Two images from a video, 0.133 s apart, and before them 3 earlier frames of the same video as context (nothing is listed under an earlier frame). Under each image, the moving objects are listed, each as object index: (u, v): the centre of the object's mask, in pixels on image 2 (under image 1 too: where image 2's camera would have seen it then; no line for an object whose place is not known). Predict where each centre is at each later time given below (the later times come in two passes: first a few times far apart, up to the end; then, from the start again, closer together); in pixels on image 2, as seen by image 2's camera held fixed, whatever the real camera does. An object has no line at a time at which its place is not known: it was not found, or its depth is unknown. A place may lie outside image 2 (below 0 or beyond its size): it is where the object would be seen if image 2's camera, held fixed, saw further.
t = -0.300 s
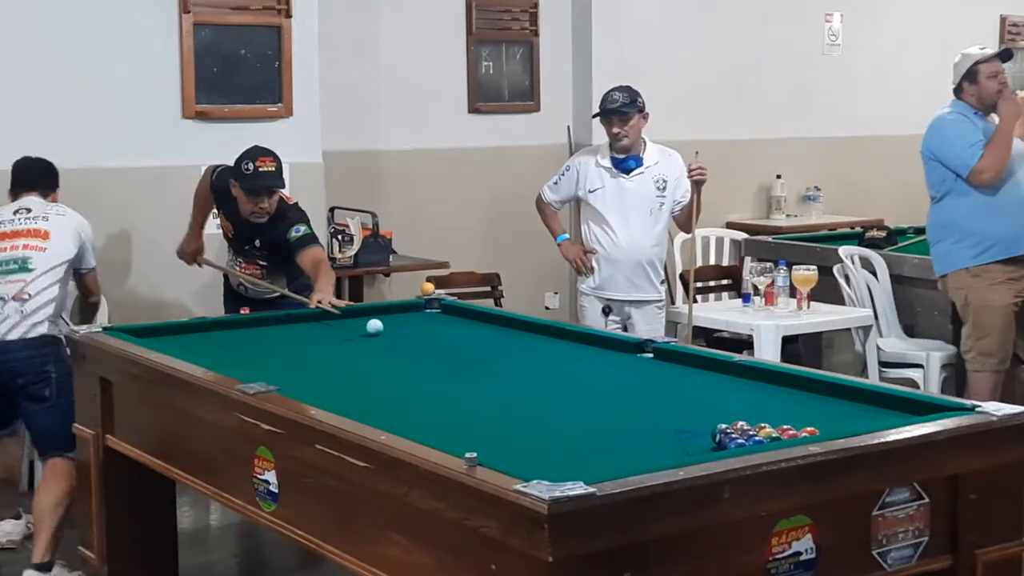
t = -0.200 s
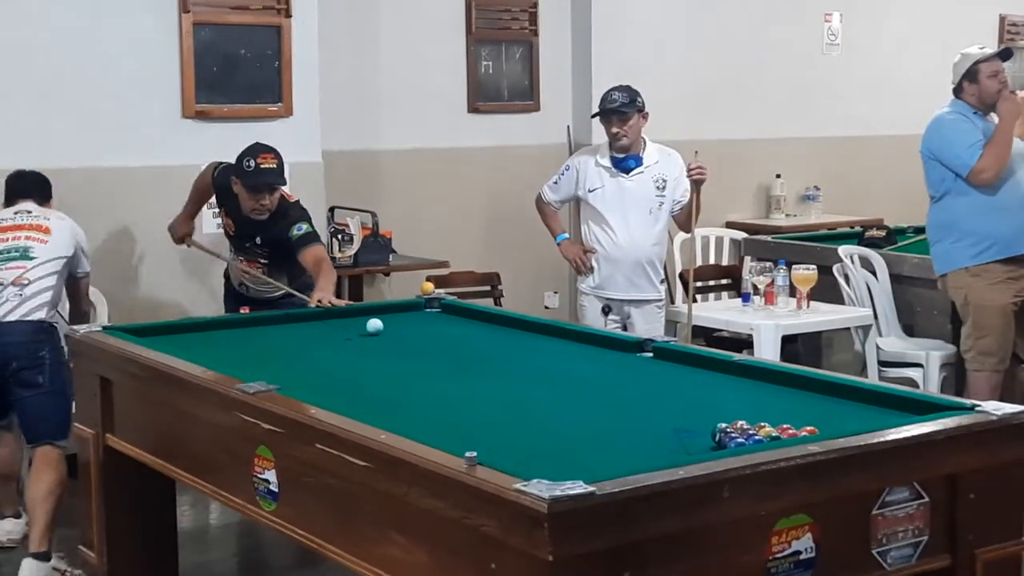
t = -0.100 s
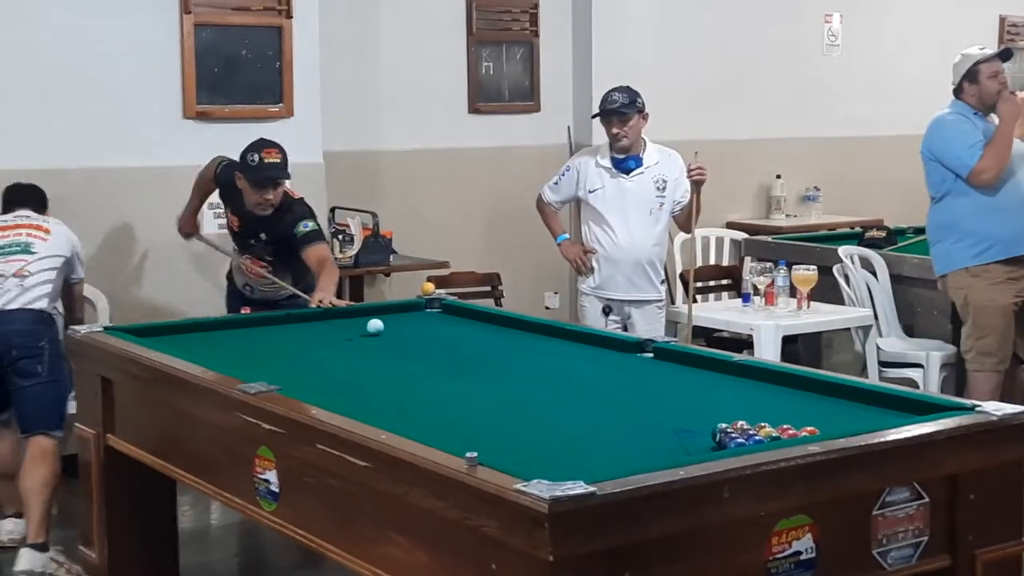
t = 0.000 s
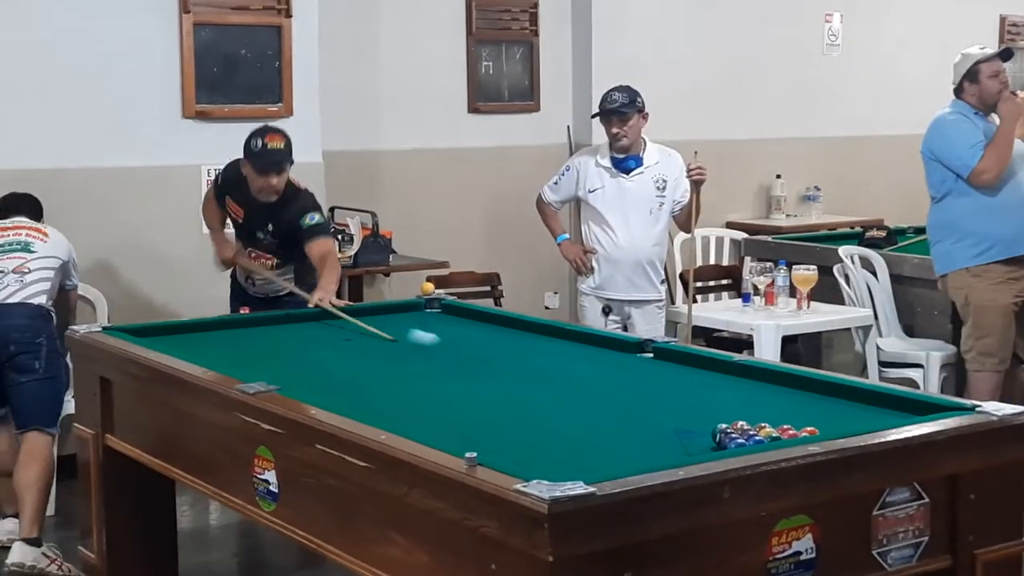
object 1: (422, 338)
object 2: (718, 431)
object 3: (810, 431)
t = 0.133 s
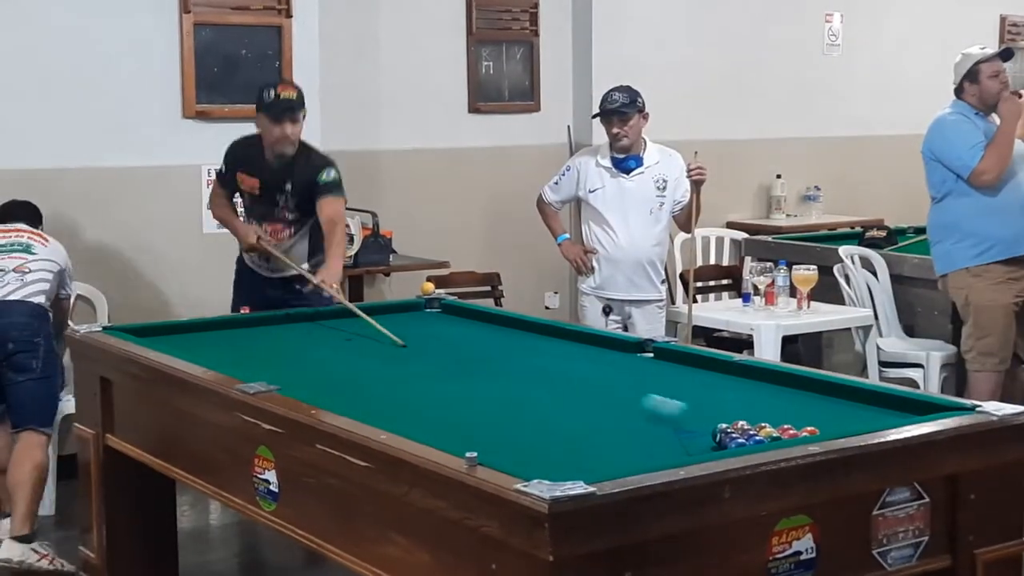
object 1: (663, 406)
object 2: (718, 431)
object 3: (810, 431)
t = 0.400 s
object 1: (721, 404)
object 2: (617, 441)
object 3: (881, 408)
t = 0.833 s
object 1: (715, 385)
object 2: (536, 450)
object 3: (727, 396)
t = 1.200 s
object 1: (690, 368)
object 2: (515, 455)
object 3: (672, 390)
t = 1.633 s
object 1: (655, 352)
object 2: (504, 456)
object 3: (620, 384)
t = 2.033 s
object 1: (605, 346)
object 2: (511, 457)
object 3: (577, 375)
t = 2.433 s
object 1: (562, 338)
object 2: (511, 456)
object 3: (549, 372)
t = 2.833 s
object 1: (527, 335)
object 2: (511, 457)
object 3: (525, 369)
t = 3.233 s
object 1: (500, 332)
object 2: (511, 457)
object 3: (508, 365)
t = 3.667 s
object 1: (478, 328)
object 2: (511, 457)
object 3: (495, 362)
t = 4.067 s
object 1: (463, 326)
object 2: (511, 457)
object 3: (491, 360)
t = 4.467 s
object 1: (453, 324)
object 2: (512, 457)
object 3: (488, 359)
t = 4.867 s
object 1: (447, 322)
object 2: (511, 457)
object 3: (488, 359)
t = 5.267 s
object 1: (446, 322)
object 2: (511, 457)
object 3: (488, 360)
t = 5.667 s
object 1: (446, 322)
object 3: (488, 359)
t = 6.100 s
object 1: (446, 322)
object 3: (489, 359)
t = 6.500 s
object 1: (446, 322)
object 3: (489, 359)
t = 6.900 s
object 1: (446, 322)
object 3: (488, 359)
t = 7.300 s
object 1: (446, 322)
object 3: (488, 359)
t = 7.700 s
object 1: (446, 322)
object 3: (488, 360)
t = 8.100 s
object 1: (446, 322)
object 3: (488, 360)
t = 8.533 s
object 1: (446, 322)
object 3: (488, 360)
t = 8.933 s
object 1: (446, 320)
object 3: (487, 359)
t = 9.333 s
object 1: (446, 323)
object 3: (488, 360)
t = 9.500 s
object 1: (446, 322)
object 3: (488, 360)
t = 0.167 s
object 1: (726, 420)
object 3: (817, 430)
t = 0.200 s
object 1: (724, 415)
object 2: (708, 432)
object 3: (841, 424)
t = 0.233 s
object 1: (723, 413)
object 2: (691, 436)
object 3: (865, 419)
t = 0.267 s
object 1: (720, 413)
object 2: (676, 439)
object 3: (888, 415)
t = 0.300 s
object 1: (719, 410)
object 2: (659, 439)
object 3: (908, 410)
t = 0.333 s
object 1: (720, 407)
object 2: (645, 440)
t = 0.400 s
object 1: (721, 404)
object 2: (617, 441)
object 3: (881, 408)
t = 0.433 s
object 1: (721, 403)
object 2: (603, 441)
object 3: (856, 410)
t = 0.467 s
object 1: (721, 403)
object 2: (589, 442)
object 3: (834, 411)
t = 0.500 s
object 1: (722, 401)
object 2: (574, 443)
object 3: (818, 409)
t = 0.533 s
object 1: (722, 400)
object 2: (560, 444)
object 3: (806, 407)
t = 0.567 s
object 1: (723, 398)
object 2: (548, 444)
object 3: (796, 406)
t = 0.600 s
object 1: (724, 397)
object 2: (548, 445)
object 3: (785, 404)
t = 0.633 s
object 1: (725, 396)
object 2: (549, 445)
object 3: (777, 400)
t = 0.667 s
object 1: (726, 396)
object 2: (547, 446)
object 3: (761, 396)
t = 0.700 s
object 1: (727, 394)
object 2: (545, 447)
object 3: (750, 398)
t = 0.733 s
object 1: (725, 392)
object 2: (542, 448)
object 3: (741, 398)
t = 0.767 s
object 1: (721, 390)
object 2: (540, 449)
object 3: (737, 397)
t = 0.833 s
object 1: (715, 385)
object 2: (536, 450)
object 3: (727, 396)
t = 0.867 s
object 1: (712, 383)
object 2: (534, 450)
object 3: (722, 395)
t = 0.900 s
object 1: (710, 381)
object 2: (532, 451)
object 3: (717, 393)
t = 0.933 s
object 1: (708, 379)
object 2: (528, 450)
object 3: (713, 392)
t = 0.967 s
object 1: (706, 377)
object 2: (526, 449)
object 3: (706, 389)
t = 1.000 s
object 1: (704, 376)
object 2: (525, 450)
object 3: (701, 388)
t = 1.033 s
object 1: (702, 375)
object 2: (524, 450)
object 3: (694, 389)
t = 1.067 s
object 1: (698, 373)
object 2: (521, 450)
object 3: (689, 390)
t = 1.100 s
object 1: (695, 371)
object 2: (518, 451)
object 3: (684, 391)
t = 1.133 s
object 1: (694, 369)
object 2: (516, 453)
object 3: (680, 391)
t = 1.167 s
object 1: (693, 369)
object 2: (515, 454)
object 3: (677, 391)
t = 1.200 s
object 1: (690, 368)
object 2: (515, 455)
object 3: (672, 390)
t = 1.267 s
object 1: (685, 365)
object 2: (513, 456)
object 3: (663, 389)
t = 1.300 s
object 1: (683, 364)
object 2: (511, 456)
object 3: (658, 389)
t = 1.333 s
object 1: (681, 362)
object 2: (509, 456)
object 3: (654, 388)
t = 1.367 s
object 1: (679, 361)
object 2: (508, 456)
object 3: (650, 388)
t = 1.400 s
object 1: (677, 360)
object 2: (507, 456)
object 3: (646, 388)
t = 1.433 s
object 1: (675, 358)
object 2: (506, 456)
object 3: (642, 387)
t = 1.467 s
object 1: (673, 357)
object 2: (504, 456)
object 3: (638, 387)
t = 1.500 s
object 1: (671, 356)
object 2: (503, 456)
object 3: (634, 386)
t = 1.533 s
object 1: (669, 354)
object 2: (502, 456)
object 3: (630, 385)
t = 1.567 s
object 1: (665, 354)
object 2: (501, 455)
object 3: (626, 385)
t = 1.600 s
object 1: (660, 353)
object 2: (502, 456)
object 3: (623, 384)
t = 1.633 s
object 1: (655, 352)
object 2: (504, 456)
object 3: (620, 384)
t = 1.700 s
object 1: (646, 351)
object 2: (506, 456)
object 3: (613, 382)
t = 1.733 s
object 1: (642, 351)
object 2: (507, 456)
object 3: (611, 381)
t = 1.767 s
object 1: (638, 350)
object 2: (508, 456)
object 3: (607, 380)
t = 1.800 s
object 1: (633, 350)
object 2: (508, 456)
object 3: (604, 377)
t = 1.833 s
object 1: (629, 349)
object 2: (509, 456)
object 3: (600, 377)
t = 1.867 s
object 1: (625, 349)
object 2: (509, 457)
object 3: (595, 375)
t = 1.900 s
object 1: (621, 348)
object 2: (510, 457)
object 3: (592, 375)
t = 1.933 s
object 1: (616, 348)
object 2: (510, 457)
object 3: (587, 375)
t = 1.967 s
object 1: (613, 347)
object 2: (510, 457)
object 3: (583, 375)
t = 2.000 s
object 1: (609, 346)
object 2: (511, 457)
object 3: (580, 375)
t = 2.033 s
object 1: (605, 346)
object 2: (511, 457)
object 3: (577, 375)
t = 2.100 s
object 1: (597, 345)
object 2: (511, 457)
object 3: (571, 374)
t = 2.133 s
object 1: (593, 344)
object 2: (511, 457)
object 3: (569, 374)
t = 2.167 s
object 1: (589, 344)
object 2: (511, 457)
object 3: (567, 374)
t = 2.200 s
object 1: (586, 344)
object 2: (512, 457)
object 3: (565, 375)
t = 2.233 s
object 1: (582, 343)
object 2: (513, 457)
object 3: (562, 375)
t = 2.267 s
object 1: (579, 343)
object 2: (513, 457)
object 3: (560, 374)
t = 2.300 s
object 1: (575, 343)
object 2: (512, 457)
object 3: (557, 374)
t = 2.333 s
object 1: (572, 342)
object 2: (511, 456)
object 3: (555, 374)
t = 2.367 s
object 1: (569, 341)
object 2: (511, 457)
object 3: (553, 373)
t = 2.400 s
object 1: (565, 339)
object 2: (510, 456)
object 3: (551, 372)
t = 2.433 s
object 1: (562, 338)
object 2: (511, 456)
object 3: (549, 372)
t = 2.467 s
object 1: (559, 338)
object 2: (511, 456)
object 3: (547, 372)
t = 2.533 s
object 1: (552, 338)
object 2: (511, 457)
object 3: (542, 371)
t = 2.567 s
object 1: (549, 338)
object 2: (511, 457)
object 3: (541, 371)
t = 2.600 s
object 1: (546, 338)
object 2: (511, 457)
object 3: (539, 371)
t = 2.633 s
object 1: (543, 338)
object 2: (511, 457)
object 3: (536, 371)
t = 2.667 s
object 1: (541, 338)
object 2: (511, 457)
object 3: (534, 370)
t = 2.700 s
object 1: (538, 337)
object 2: (511, 457)
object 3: (532, 370)
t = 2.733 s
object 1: (535, 337)
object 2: (511, 457)
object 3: (531, 370)
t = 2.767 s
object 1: (533, 336)
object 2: (511, 457)
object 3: (529, 369)
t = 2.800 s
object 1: (530, 336)
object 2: (511, 457)
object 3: (527, 369)
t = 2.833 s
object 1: (527, 335)
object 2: (511, 457)
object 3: (525, 369)
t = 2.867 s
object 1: (525, 335)
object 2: (511, 457)
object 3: (524, 368)
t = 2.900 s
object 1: (522, 335)
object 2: (511, 457)
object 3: (522, 368)
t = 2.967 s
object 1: (518, 334)
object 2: (511, 457)
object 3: (519, 367)
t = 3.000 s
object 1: (515, 334)
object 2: (511, 457)
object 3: (517, 367)
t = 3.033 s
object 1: (513, 334)
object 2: (511, 457)
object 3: (516, 367)
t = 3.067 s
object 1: (511, 333)
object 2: (511, 457)
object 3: (514, 367)
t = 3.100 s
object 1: (509, 333)
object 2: (511, 457)
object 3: (513, 366)
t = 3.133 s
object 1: (506, 333)
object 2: (511, 457)
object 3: (512, 366)
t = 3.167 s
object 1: (504, 332)
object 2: (511, 457)
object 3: (511, 366)
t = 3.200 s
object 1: (502, 332)
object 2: (511, 457)
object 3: (509, 365)
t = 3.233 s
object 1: (500, 332)
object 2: (511, 457)
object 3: (508, 365)
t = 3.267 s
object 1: (498, 331)
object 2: (511, 457)
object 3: (507, 365)
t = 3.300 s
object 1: (496, 331)
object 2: (511, 457)
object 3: (505, 364)
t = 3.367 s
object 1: (493, 331)
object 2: (511, 457)
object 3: (504, 364)
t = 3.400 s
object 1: (491, 330)
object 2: (511, 457)
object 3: (502, 363)
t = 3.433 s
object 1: (489, 330)
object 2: (511, 457)
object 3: (502, 363)
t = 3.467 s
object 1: (487, 330)
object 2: (511, 457)
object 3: (501, 363)
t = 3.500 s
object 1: (485, 329)
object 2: (511, 457)
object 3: (500, 363)
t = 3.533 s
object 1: (484, 329)
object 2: (511, 457)
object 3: (499, 363)
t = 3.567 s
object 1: (482, 329)
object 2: (511, 457)
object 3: (498, 363)
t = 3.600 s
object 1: (481, 329)
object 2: (511, 457)
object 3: (497, 362)
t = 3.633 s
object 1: (479, 328)
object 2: (511, 457)
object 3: (496, 362)
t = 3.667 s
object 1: (478, 328)
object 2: (511, 457)
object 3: (495, 362)
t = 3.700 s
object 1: (477, 325)
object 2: (511, 457)
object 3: (495, 362)
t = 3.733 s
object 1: (474, 325)
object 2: (511, 457)
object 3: (494, 362)
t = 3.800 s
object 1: (472, 327)
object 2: (511, 457)
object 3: (493, 361)
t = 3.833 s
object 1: (471, 327)
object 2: (511, 457)
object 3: (493, 361)
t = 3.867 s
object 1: (469, 327)
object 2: (511, 457)
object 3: (492, 361)
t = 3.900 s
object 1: (468, 327)
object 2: (511, 457)
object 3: (492, 361)
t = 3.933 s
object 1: (467, 326)
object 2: (511, 457)
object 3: (492, 361)
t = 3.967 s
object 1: (466, 326)
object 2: (511, 457)
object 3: (491, 361)
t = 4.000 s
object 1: (465, 326)
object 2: (511, 457)
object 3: (491, 360)
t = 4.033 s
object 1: (464, 326)
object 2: (511, 457)
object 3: (491, 360)
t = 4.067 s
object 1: (463, 326)
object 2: (511, 457)
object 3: (491, 360)
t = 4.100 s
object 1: (461, 325)
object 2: (511, 457)
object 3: (490, 360)
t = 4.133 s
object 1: (461, 326)
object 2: (511, 457)
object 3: (490, 360)
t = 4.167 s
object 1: (460, 325)
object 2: (511, 457)
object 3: (490, 360)
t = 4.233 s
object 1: (458, 325)
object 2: (511, 457)
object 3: (489, 360)
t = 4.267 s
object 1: (457, 325)
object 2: (511, 457)
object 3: (489, 360)
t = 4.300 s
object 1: (457, 324)
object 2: (511, 457)
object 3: (489, 359)
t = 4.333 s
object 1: (456, 324)
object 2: (511, 457)
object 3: (489, 359)
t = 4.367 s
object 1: (455, 324)
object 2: (511, 457)
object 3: (489, 360)
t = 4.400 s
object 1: (454, 324)
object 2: (511, 457)
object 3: (488, 359)
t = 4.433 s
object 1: (453, 324)
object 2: (511, 457)
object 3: (488, 359)
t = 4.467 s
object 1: (453, 324)
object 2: (512, 457)
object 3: (488, 359)
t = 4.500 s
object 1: (452, 323)
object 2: (511, 457)
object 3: (488, 359)
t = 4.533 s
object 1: (452, 323)
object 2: (511, 457)
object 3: (488, 359)
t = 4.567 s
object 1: (451, 323)
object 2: (510, 457)
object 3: (488, 359)
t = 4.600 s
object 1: (450, 323)
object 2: (511, 457)
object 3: (488, 359)
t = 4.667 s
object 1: (449, 323)
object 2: (511, 457)
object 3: (488, 359)
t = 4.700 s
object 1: (449, 323)
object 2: (511, 457)
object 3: (488, 359)
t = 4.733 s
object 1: (449, 322)
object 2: (511, 457)
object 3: (489, 359)
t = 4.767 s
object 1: (448, 322)
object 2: (511, 457)
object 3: (489, 359)
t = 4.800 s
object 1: (448, 322)
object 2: (511, 457)
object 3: (488, 359)
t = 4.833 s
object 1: (447, 322)
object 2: (511, 457)
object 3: (488, 359)
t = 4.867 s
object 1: (447, 322)
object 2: (511, 457)
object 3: (488, 359)
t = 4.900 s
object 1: (447, 322)
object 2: (511, 457)
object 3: (488, 359)
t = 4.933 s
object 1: (447, 322)
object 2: (511, 457)
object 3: (489, 359)
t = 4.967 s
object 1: (446, 322)
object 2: (511, 457)
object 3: (488, 360)
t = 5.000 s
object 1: (447, 322)
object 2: (511, 457)
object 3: (488, 360)
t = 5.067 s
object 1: (446, 322)
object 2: (511, 457)
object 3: (488, 360)
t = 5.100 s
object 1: (446, 322)
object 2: (511, 457)
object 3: (488, 360)
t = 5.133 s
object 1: (446, 322)
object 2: (511, 457)
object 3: (488, 359)
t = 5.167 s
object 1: (446, 322)
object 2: (511, 457)
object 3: (488, 359)
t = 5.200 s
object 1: (446, 322)
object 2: (511, 457)
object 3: (488, 360)
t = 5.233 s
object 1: (446, 322)
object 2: (511, 457)
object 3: (488, 360)
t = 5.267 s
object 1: (446, 322)
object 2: (511, 457)
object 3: (488, 360)
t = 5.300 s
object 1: (446, 322)
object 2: (511, 457)
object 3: (488, 360)
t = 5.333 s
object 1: (446, 322)
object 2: (511, 457)
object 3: (488, 360)
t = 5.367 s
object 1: (446, 322)
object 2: (511, 457)
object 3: (488, 360)
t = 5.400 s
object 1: (446, 322)
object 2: (511, 457)
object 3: (488, 360)
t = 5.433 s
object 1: (446, 322)
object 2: (511, 457)
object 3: (488, 360)
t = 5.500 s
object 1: (446, 322)
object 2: (511, 457)
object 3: (488, 360)
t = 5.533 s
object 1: (446, 322)
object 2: (511, 457)
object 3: (488, 359)
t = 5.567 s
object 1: (446, 322)
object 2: (511, 457)
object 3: (488, 359)
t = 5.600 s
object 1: (446, 322)
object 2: (511, 457)
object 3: (488, 359)
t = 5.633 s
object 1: (446, 322)
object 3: (489, 359)
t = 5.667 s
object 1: (446, 322)
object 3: (488, 359)
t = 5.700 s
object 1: (446, 322)
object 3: (488, 359)
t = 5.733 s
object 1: (446, 322)
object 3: (488, 359)
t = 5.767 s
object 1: (446, 322)
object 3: (489, 359)
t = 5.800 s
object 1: (446, 322)
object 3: (488, 359)
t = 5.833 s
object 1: (446, 322)
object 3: (488, 359)
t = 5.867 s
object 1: (446, 322)
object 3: (489, 359)
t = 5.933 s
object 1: (446, 322)
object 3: (488, 359)
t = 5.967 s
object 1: (446, 322)
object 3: (489, 359)
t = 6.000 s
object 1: (446, 322)
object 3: (489, 359)
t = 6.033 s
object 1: (446, 322)
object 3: (488, 359)
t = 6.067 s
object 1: (446, 322)
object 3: (489, 359)
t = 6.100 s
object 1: (446, 322)
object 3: (489, 359)
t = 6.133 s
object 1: (446, 322)
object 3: (488, 359)
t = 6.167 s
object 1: (446, 322)
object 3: (488, 359)
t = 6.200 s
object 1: (446, 322)
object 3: (488, 360)
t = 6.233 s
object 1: (447, 322)
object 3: (488, 359)
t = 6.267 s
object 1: (446, 322)
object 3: (488, 359)
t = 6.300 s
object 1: (447, 322)
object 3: (488, 359)
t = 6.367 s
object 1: (446, 322)
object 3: (488, 359)
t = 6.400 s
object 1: (446, 322)
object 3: (488, 359)
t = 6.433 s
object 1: (447, 322)
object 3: (488, 359)
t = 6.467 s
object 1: (447, 322)
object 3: (488, 359)
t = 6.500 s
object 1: (446, 322)
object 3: (489, 359)
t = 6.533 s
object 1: (446, 322)
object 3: (489, 359)
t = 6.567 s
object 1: (446, 322)
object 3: (489, 359)
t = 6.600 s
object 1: (446, 322)
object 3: (489, 360)
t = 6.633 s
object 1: (446, 322)
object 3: (489, 359)
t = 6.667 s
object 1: (446, 322)
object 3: (488, 359)
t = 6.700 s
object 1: (446, 322)
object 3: (488, 359)
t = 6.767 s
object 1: (446, 322)
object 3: (488, 359)
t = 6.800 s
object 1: (446, 322)
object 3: (488, 359)
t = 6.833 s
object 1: (447, 322)
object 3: (488, 359)
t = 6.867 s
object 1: (446, 322)
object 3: (488, 359)
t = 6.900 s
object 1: (446, 322)
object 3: (488, 359)
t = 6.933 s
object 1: (446, 322)
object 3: (488, 359)
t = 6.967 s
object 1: (446, 322)
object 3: (488, 359)
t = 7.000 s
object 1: (446, 322)
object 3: (488, 359)
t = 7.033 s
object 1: (446, 322)
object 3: (488, 359)
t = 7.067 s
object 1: (446, 322)
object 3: (488, 359)
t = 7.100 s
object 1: (446, 322)
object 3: (488, 359)
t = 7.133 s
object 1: (446, 322)
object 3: (488, 359)
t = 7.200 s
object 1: (446, 322)
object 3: (488, 359)
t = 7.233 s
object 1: (446, 322)
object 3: (488, 359)
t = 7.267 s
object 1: (446, 322)
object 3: (488, 359)
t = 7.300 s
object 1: (446, 322)
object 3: (488, 359)
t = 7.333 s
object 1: (446, 322)
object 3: (488, 359)
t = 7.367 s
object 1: (446, 322)
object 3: (488, 359)
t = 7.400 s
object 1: (446, 322)
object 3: (488, 359)
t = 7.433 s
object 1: (446, 322)
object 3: (488, 359)
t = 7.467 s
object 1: (446, 322)
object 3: (488, 359)
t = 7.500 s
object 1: (447, 322)
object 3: (488, 360)
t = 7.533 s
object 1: (446, 322)
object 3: (488, 359)
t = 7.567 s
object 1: (446, 322)
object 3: (488, 359)
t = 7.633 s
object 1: (446, 322)
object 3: (488, 360)
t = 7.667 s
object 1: (446, 322)
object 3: (488, 360)
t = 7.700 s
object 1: (446, 322)
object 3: (488, 360)
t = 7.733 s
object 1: (446, 322)
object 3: (488, 360)
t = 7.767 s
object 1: (446, 322)
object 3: (488, 359)
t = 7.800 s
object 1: (446, 323)
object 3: (488, 360)
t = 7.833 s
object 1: (446, 322)
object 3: (488, 360)
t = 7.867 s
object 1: (446, 322)
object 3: (488, 360)
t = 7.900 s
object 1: (446, 322)
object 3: (488, 360)
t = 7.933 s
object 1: (446, 322)
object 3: (488, 360)
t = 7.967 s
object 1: (446, 322)
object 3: (488, 360)
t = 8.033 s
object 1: (446, 322)
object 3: (488, 360)
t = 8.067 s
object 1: (446, 322)
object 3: (488, 360)
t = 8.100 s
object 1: (446, 322)
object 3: (488, 360)
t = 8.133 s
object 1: (446, 322)
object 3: (488, 360)
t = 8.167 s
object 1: (446, 322)
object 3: (488, 360)
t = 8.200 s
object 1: (446, 322)
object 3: (488, 360)
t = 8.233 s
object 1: (446, 323)
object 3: (488, 360)
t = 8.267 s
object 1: (446, 322)
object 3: (488, 360)
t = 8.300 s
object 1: (446, 322)
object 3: (488, 360)
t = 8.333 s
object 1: (446, 322)
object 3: (488, 360)
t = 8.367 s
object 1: (446, 322)
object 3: (488, 360)
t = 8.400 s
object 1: (446, 322)
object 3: (488, 360)
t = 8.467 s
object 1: (446, 322)
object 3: (488, 360)
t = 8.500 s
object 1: (446, 322)
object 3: (488, 360)
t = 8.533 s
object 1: (446, 322)
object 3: (488, 360)
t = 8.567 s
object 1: (446, 322)
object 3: (488, 360)
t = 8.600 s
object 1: (446, 322)
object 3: (488, 360)
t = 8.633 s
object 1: (446, 322)
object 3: (488, 360)
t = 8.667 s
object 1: (446, 323)
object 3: (488, 360)
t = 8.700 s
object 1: (446, 322)
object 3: (488, 360)
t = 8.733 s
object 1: (446, 322)
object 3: (488, 360)
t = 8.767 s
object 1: (446, 322)
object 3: (488, 360)
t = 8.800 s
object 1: (446, 322)
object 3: (488, 359)
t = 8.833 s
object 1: (446, 322)
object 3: (488, 359)
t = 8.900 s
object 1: (446, 322)
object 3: (488, 360)
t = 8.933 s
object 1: (446, 320)
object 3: (487, 359)
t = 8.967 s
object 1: (445, 321)
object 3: (486, 359)
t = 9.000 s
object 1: (446, 322)
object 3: (488, 360)
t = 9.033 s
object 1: (445, 322)
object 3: (488, 359)
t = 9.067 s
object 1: (445, 322)
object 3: (488, 360)
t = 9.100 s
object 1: (446, 322)
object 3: (488, 359)
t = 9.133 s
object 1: (446, 322)
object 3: (488, 360)
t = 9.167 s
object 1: (445, 322)
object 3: (488, 359)
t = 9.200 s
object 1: (446, 323)
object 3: (488, 360)
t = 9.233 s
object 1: (446, 322)
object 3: (488, 359)
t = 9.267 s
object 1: (446, 322)
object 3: (488, 360)
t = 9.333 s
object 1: (446, 323)
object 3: (488, 360)
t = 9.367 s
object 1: (446, 322)
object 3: (488, 360)
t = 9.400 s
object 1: (446, 322)
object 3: (488, 359)
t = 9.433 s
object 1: (446, 323)
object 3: (488, 360)
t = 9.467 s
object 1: (446, 323)
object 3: (488, 360)
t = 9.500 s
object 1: (446, 322)
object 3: (488, 360)
